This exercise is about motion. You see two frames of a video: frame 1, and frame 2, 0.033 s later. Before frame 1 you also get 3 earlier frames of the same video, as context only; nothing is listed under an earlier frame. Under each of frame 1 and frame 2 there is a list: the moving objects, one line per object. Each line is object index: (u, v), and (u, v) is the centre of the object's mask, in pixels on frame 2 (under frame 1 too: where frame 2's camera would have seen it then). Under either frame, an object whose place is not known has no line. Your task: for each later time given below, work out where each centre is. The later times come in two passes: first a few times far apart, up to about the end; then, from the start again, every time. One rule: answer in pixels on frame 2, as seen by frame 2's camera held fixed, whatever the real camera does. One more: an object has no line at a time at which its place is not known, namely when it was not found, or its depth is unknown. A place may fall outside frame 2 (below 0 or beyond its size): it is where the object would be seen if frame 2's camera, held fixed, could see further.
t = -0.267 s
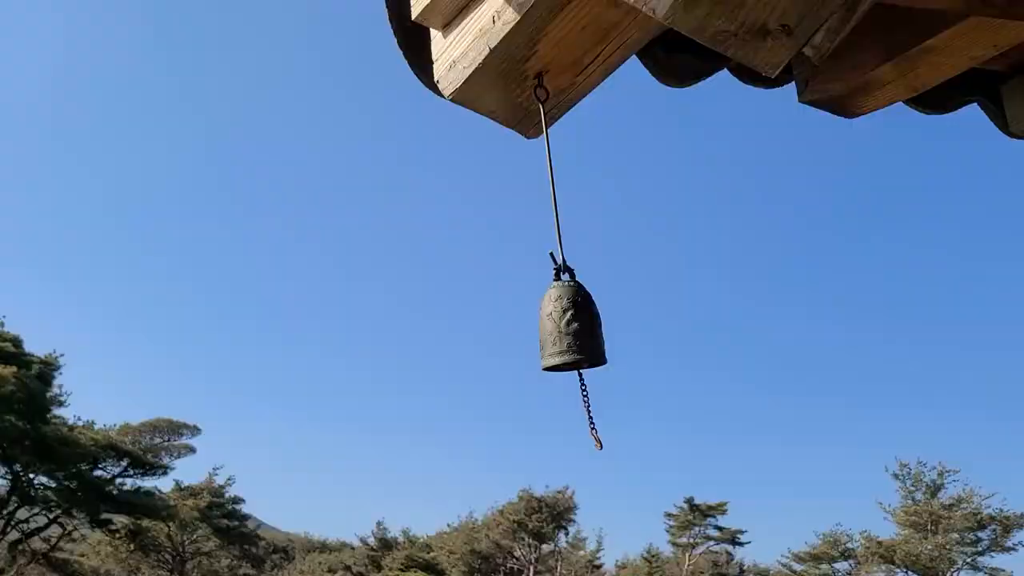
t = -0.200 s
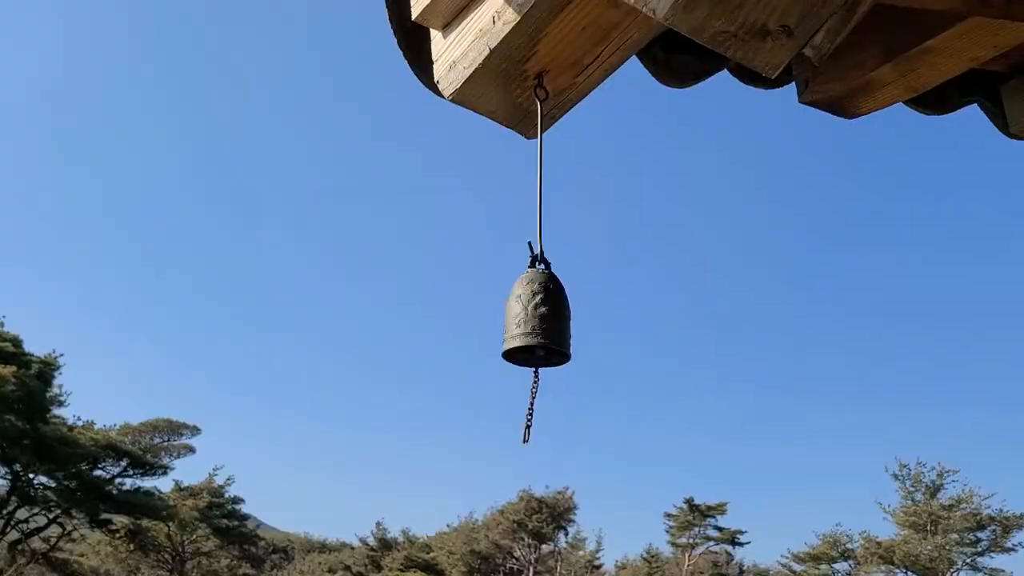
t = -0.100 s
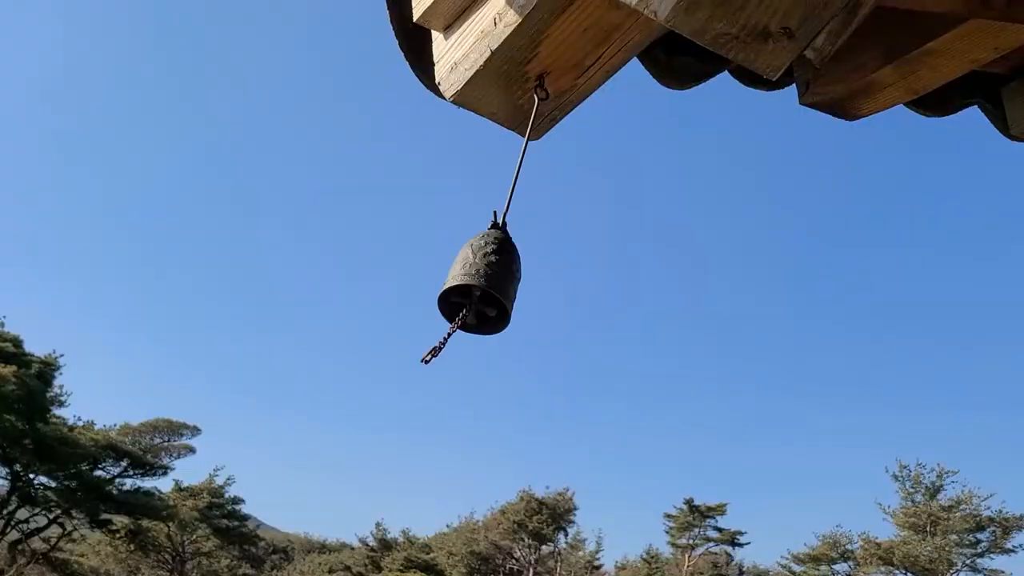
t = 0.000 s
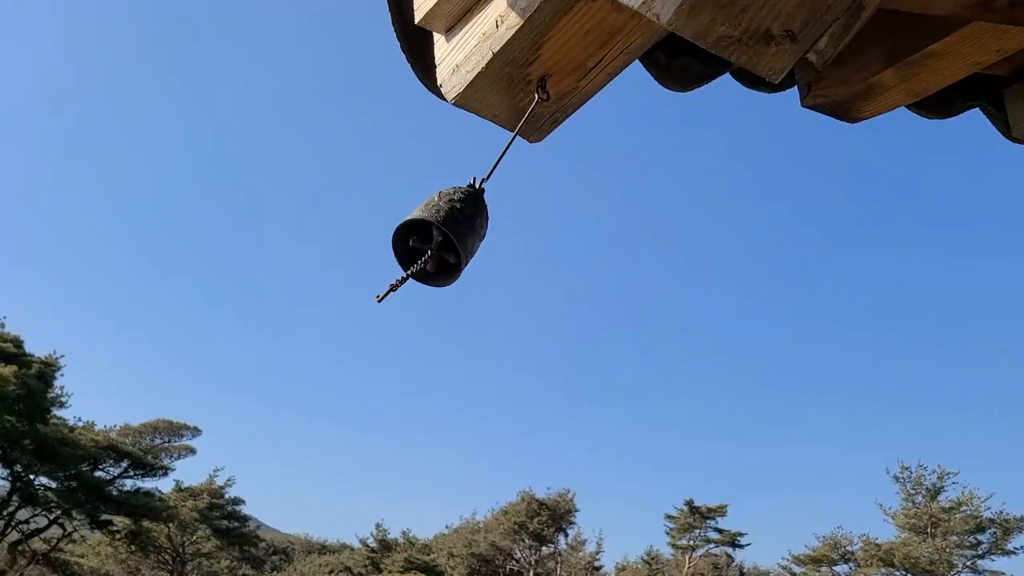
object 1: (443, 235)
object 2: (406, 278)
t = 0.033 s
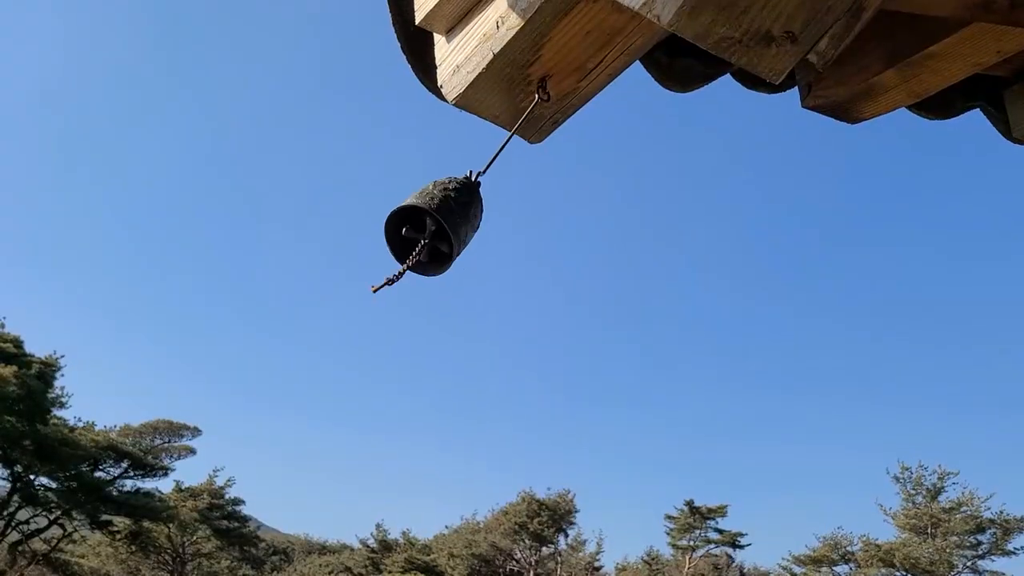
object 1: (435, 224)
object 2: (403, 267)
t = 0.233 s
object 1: (470, 265)
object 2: (447, 339)
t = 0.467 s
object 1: (595, 329)
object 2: (616, 416)
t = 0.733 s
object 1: (604, 327)
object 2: (643, 392)
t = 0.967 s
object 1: (497, 300)
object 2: (475, 372)
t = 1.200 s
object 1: (442, 232)
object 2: (413, 281)
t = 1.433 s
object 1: (544, 315)
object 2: (539, 408)
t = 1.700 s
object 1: (597, 329)
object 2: (637, 404)
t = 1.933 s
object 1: (532, 331)
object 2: (535, 425)
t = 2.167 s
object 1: (450, 252)
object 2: (401, 299)
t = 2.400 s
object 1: (493, 267)
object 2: (477, 334)
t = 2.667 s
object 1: (590, 330)
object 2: (614, 417)
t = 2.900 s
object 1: (571, 334)
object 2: (596, 416)
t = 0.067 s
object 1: (432, 218)
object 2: (402, 263)
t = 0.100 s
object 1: (432, 217)
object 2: (402, 268)
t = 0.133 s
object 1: (436, 223)
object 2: (407, 282)
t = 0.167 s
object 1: (444, 233)
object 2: (416, 299)
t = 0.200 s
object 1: (455, 248)
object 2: (430, 320)
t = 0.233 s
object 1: (470, 265)
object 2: (447, 339)
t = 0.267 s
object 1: (488, 282)
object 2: (467, 358)
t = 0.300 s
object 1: (508, 299)
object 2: (490, 377)
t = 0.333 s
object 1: (528, 312)
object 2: (514, 395)
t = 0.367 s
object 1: (548, 322)
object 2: (541, 410)
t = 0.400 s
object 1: (566, 328)
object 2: (568, 415)
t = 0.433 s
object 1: (582, 330)
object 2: (593, 420)
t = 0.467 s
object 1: (595, 329)
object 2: (616, 416)
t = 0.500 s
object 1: (605, 326)
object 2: (634, 407)
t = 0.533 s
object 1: (612, 325)
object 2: (648, 399)
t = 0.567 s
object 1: (617, 323)
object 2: (657, 391)
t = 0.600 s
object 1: (619, 323)
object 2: (662, 384)
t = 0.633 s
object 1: (619, 322)
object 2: (663, 380)
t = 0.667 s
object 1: (616, 323)
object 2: (659, 380)
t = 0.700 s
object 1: (611, 325)
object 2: (653, 385)
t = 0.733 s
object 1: (604, 327)
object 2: (643, 392)
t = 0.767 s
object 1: (593, 329)
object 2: (629, 402)
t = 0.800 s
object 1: (581, 330)
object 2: (611, 412)
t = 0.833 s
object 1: (566, 330)
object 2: (587, 421)
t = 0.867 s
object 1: (550, 328)
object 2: (558, 424)
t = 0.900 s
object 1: (532, 322)
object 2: (527, 416)
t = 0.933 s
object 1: (514, 312)
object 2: (498, 398)
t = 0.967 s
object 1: (497, 300)
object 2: (475, 372)
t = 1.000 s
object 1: (480, 285)
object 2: (453, 348)
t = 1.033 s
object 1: (465, 270)
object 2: (435, 325)
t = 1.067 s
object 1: (454, 256)
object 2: (423, 304)
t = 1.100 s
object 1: (445, 244)
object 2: (416, 289)
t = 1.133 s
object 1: (441, 235)
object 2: (409, 283)
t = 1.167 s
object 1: (439, 231)
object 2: (408, 280)
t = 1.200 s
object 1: (442, 232)
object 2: (413, 281)
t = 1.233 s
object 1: (449, 238)
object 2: (424, 289)
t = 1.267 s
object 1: (460, 249)
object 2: (438, 303)
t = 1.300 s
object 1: (474, 262)
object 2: (456, 322)
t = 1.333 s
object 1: (490, 277)
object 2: (475, 344)
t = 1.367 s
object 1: (508, 292)
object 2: (495, 368)
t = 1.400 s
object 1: (527, 304)
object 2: (517, 388)
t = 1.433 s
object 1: (544, 315)
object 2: (539, 408)
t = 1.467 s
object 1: (559, 323)
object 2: (561, 417)
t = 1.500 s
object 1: (572, 327)
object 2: (581, 421)
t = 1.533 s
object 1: (583, 329)
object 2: (598, 421)
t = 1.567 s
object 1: (590, 329)
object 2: (612, 418)
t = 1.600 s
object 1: (595, 328)
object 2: (623, 414)
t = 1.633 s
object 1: (598, 328)
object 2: (631, 410)
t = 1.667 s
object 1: (599, 329)
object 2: (636, 407)
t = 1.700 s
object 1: (597, 329)
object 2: (637, 404)
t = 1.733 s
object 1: (593, 330)
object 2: (633, 402)
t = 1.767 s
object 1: (587, 331)
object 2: (625, 404)
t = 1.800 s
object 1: (579, 332)
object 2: (614, 407)
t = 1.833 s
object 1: (570, 333)
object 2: (600, 411)
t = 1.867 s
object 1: (558, 333)
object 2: (582, 418)
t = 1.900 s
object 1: (546, 333)
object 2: (561, 423)
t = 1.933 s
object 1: (532, 331)
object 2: (535, 425)
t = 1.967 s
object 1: (517, 326)
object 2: (507, 420)
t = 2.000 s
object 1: (502, 318)
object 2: (479, 408)
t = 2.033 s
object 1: (488, 307)
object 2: (454, 389)
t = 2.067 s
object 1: (475, 294)
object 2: (433, 365)
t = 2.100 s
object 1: (464, 279)
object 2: (417, 340)
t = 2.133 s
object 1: (456, 265)
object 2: (406, 318)
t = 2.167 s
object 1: (450, 252)
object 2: (401, 299)
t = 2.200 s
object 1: (447, 242)
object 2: (399, 287)
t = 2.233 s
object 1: (448, 236)
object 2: (403, 280)
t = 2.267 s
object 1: (451, 234)
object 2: (411, 278)
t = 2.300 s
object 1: (458, 237)
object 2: (423, 283)
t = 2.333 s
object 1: (467, 244)
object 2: (437, 296)
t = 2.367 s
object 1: (479, 255)
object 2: (456, 313)
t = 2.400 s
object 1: (493, 267)
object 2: (477, 334)
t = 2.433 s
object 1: (508, 281)
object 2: (499, 354)
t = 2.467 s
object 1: (524, 295)
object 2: (521, 371)
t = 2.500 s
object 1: (540, 307)
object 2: (541, 396)
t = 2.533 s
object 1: (554, 317)
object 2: (561, 408)
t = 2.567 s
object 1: (567, 324)
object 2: (579, 416)
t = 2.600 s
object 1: (577, 328)
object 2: (593, 419)
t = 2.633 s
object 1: (585, 330)
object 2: (605, 418)
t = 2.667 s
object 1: (590, 330)
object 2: (614, 417)
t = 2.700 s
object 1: (593, 330)
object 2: (620, 413)
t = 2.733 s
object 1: (594, 330)
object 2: (623, 411)
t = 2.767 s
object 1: (593, 331)
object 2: (623, 410)
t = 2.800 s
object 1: (591, 331)
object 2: (621, 409)
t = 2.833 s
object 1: (586, 332)
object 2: (615, 410)
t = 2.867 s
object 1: (579, 333)
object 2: (607, 412)
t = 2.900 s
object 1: (571, 334)
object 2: (596, 416)
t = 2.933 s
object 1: (562, 334)
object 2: (582, 421)
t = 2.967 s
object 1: (551, 334)
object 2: (566, 425)
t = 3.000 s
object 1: (540, 333)
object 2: (548, 428)
